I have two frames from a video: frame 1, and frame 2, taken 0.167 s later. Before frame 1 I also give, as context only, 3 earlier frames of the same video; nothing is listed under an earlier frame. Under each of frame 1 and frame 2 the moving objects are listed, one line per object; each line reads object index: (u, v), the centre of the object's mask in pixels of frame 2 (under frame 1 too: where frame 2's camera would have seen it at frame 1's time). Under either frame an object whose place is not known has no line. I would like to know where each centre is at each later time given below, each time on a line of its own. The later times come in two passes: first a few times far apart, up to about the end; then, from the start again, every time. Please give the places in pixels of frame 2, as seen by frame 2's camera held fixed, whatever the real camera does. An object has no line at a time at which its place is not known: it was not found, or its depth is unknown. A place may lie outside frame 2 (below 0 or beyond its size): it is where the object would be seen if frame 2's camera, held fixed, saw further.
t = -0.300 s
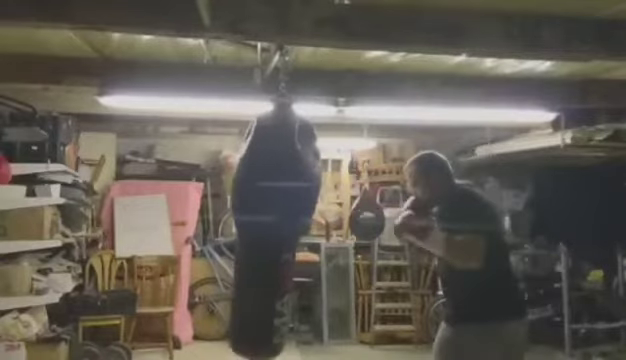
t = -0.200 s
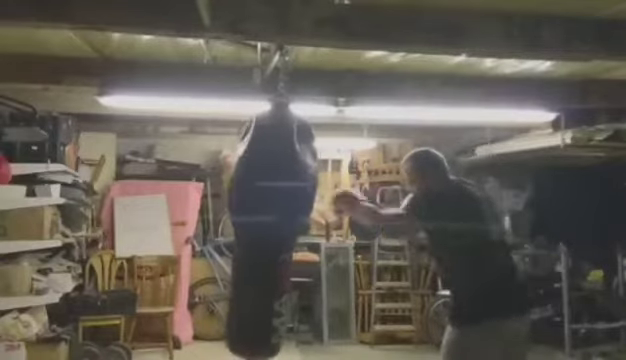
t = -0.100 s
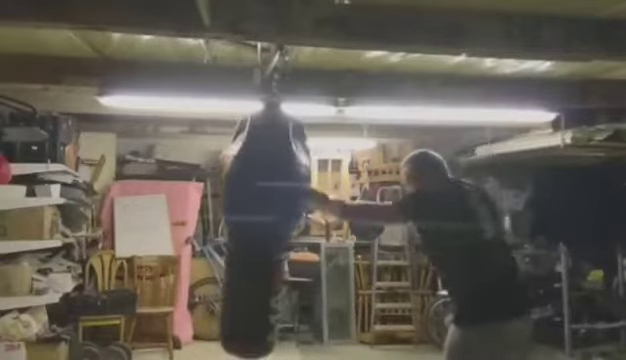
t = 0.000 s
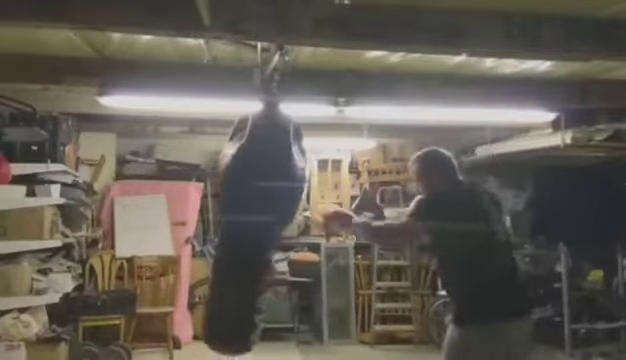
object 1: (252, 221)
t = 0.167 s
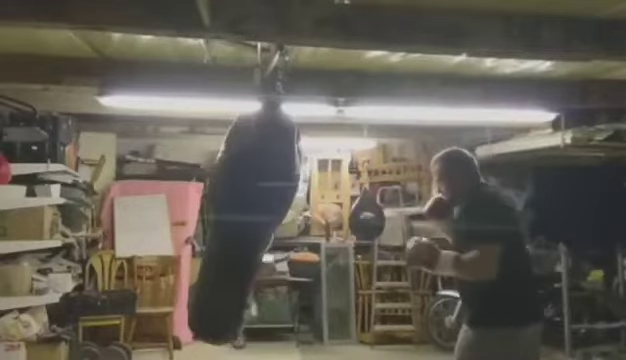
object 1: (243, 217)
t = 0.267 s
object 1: (242, 219)
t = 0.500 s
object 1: (256, 221)
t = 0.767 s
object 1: (283, 226)
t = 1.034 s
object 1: (306, 225)
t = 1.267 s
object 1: (309, 228)
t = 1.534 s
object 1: (290, 228)
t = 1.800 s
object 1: (263, 226)
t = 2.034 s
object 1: (252, 223)
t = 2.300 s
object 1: (258, 222)
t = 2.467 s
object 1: (270, 223)
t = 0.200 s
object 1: (242, 217)
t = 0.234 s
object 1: (243, 218)
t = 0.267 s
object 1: (242, 219)
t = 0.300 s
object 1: (243, 220)
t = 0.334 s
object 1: (244, 221)
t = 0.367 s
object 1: (246, 221)
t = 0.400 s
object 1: (248, 221)
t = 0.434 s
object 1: (250, 220)
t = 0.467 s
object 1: (253, 221)
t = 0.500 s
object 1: (256, 221)
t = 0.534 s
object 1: (259, 222)
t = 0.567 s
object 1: (262, 222)
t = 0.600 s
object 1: (265, 223)
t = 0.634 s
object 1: (269, 224)
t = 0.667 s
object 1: (272, 226)
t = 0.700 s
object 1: (275, 226)
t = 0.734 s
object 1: (279, 226)
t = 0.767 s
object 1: (283, 226)
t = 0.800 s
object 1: (287, 227)
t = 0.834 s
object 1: (290, 226)
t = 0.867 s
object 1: (293, 226)
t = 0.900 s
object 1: (296, 225)
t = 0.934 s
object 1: (299, 225)
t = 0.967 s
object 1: (301, 225)
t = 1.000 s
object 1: (304, 225)
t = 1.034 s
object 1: (306, 225)
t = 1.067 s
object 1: (308, 227)
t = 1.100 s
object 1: (309, 228)
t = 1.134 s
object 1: (310, 228)
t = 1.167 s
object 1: (310, 228)
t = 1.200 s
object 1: (310, 228)
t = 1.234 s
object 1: (310, 228)
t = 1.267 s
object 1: (309, 228)
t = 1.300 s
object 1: (309, 227)
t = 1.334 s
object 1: (307, 227)
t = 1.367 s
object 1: (305, 227)
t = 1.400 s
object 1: (303, 228)
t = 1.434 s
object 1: (300, 228)
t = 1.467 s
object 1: (297, 228)
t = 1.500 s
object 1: (294, 228)
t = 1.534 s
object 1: (290, 228)
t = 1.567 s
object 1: (287, 229)
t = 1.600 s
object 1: (284, 229)
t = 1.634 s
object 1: (280, 227)
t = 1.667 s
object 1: (276, 228)
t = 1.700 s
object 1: (272, 228)
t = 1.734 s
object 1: (270, 227)
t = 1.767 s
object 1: (266, 226)
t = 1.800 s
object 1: (263, 226)
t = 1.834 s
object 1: (260, 226)
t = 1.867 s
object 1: (258, 225)
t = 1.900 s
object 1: (256, 225)
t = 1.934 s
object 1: (254, 224)
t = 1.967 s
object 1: (253, 223)
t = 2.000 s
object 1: (252, 223)
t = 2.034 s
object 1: (252, 223)
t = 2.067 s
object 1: (252, 222)
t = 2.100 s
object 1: (252, 222)
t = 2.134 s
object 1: (252, 222)
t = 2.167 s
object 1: (252, 221)
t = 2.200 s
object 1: (253, 221)
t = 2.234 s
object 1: (254, 221)
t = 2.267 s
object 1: (255, 221)
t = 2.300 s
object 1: (258, 222)
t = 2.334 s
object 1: (260, 222)
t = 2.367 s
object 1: (262, 223)
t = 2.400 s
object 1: (264, 223)
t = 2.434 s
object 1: (267, 223)
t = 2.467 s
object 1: (270, 223)
